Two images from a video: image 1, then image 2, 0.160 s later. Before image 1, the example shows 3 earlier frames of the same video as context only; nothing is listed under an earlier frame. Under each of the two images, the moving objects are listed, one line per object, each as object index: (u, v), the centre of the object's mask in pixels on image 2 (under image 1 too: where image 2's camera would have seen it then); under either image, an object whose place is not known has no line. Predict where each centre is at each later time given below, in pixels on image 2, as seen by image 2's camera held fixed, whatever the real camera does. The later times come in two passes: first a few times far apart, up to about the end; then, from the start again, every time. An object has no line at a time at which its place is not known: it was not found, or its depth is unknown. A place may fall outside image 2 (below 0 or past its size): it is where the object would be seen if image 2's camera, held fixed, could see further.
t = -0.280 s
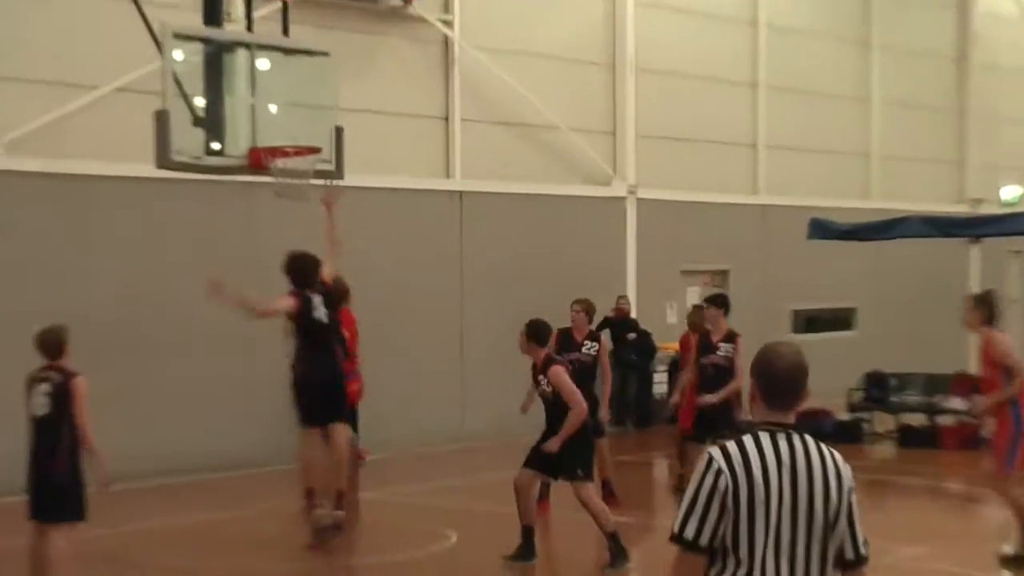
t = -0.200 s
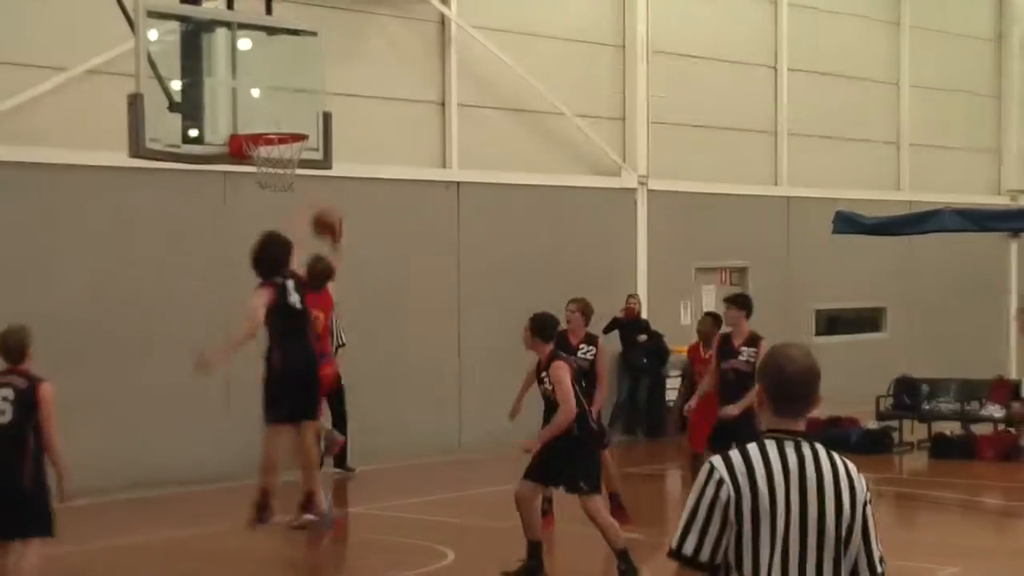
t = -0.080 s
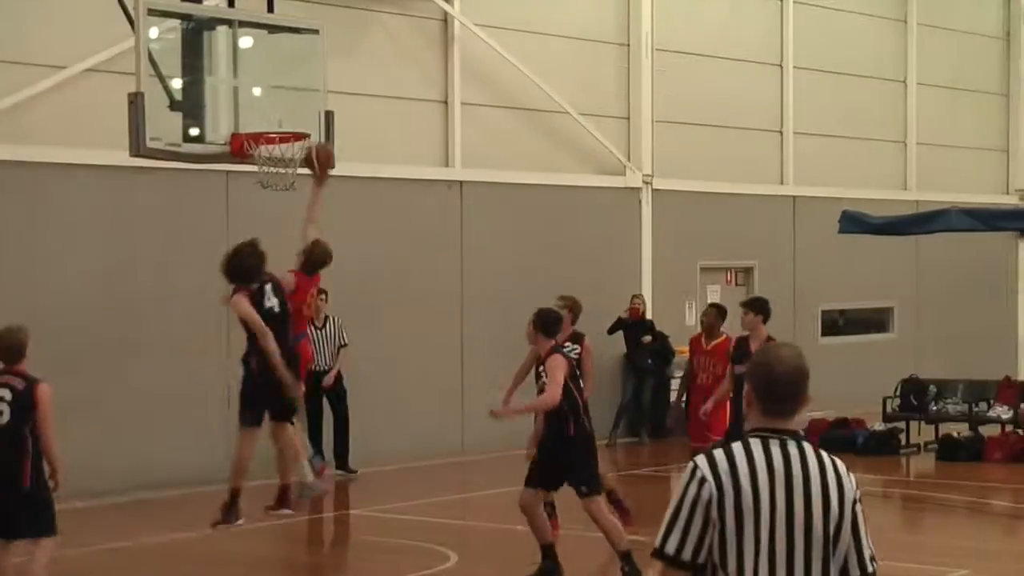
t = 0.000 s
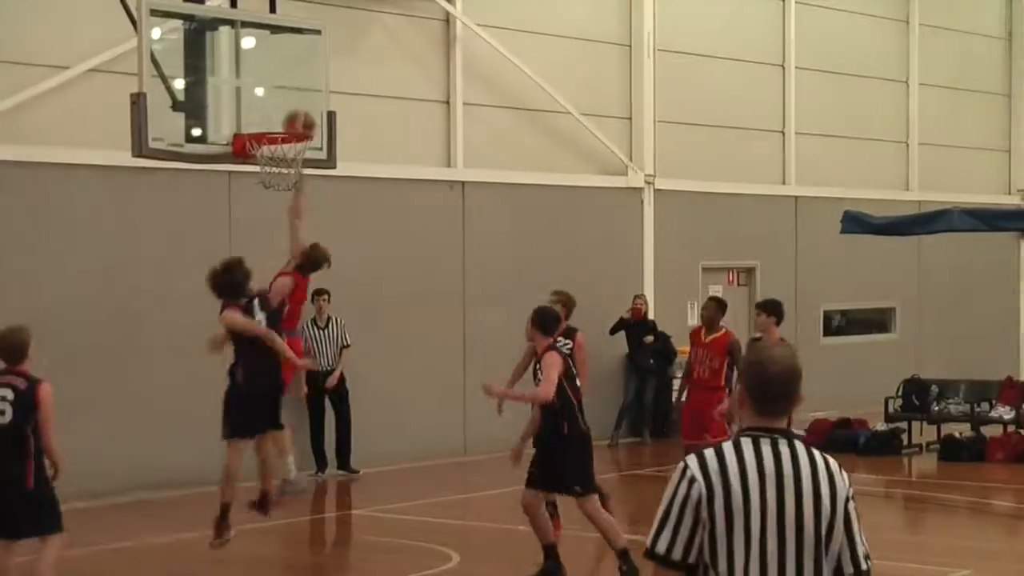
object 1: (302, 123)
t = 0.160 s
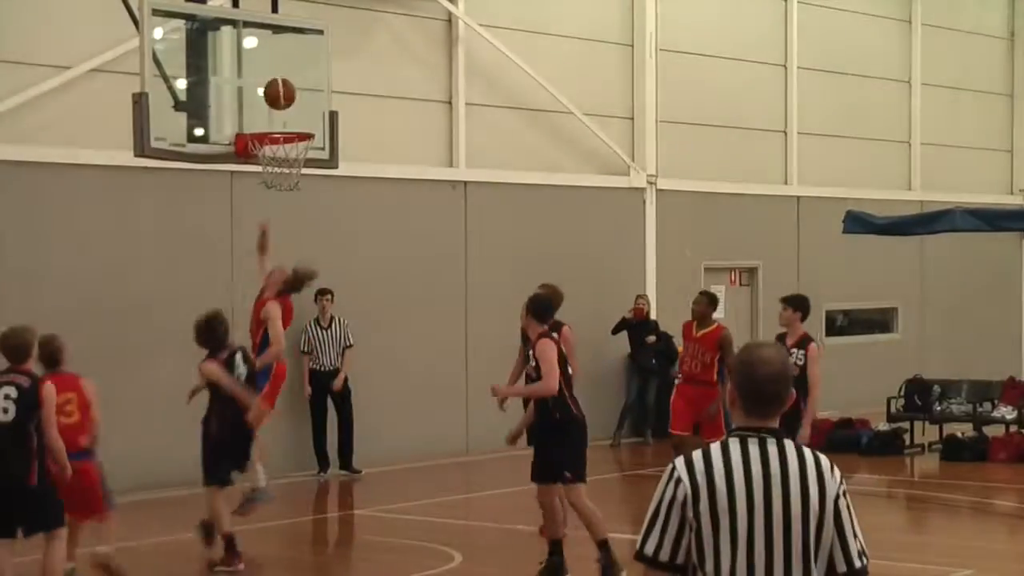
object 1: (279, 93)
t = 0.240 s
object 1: (280, 93)
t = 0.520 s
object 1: (286, 139)
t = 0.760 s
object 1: (274, 195)
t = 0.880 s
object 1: (267, 243)
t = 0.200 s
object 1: (280, 92)
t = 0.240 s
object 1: (280, 93)
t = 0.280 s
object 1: (280, 95)
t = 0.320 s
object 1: (279, 101)
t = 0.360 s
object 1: (280, 107)
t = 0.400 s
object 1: (280, 116)
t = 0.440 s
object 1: (281, 123)
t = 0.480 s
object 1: (283, 131)
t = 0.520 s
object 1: (286, 139)
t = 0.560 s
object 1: (286, 149)
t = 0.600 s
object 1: (284, 153)
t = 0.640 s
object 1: (280, 163)
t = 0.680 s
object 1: (276, 173)
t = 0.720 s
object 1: (274, 186)
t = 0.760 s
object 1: (274, 195)
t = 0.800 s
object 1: (272, 208)
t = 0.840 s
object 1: (270, 224)
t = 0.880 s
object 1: (267, 243)
